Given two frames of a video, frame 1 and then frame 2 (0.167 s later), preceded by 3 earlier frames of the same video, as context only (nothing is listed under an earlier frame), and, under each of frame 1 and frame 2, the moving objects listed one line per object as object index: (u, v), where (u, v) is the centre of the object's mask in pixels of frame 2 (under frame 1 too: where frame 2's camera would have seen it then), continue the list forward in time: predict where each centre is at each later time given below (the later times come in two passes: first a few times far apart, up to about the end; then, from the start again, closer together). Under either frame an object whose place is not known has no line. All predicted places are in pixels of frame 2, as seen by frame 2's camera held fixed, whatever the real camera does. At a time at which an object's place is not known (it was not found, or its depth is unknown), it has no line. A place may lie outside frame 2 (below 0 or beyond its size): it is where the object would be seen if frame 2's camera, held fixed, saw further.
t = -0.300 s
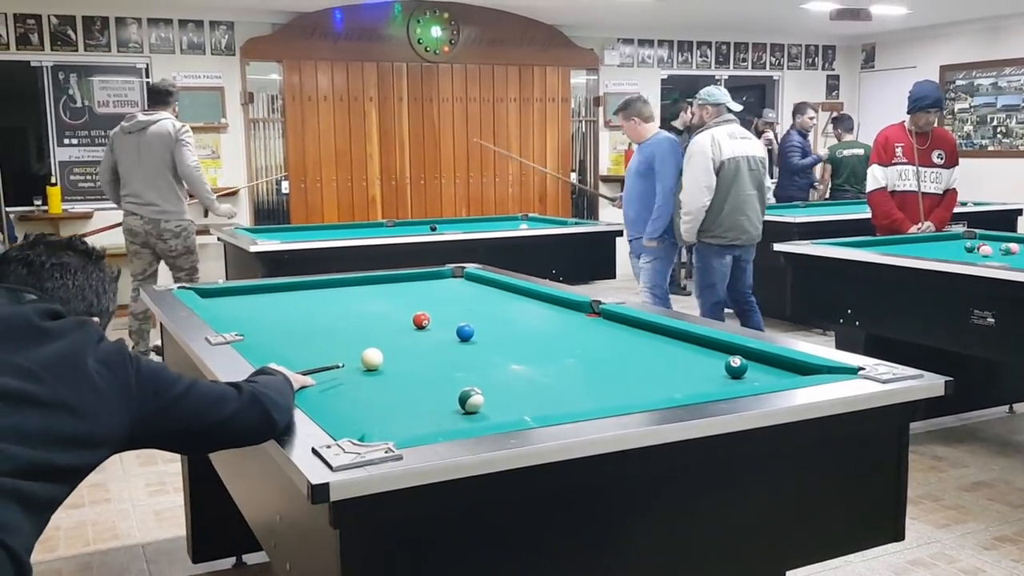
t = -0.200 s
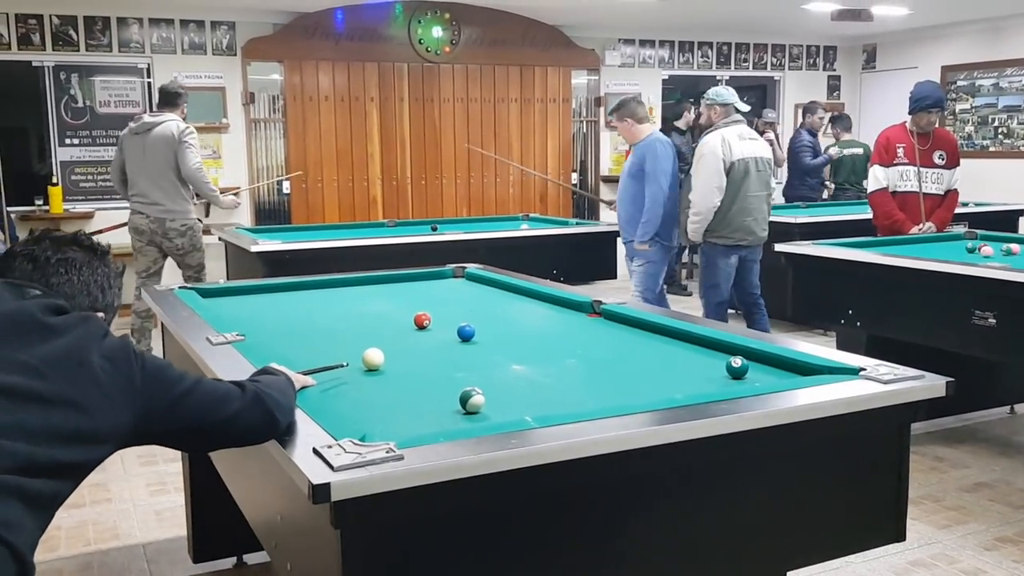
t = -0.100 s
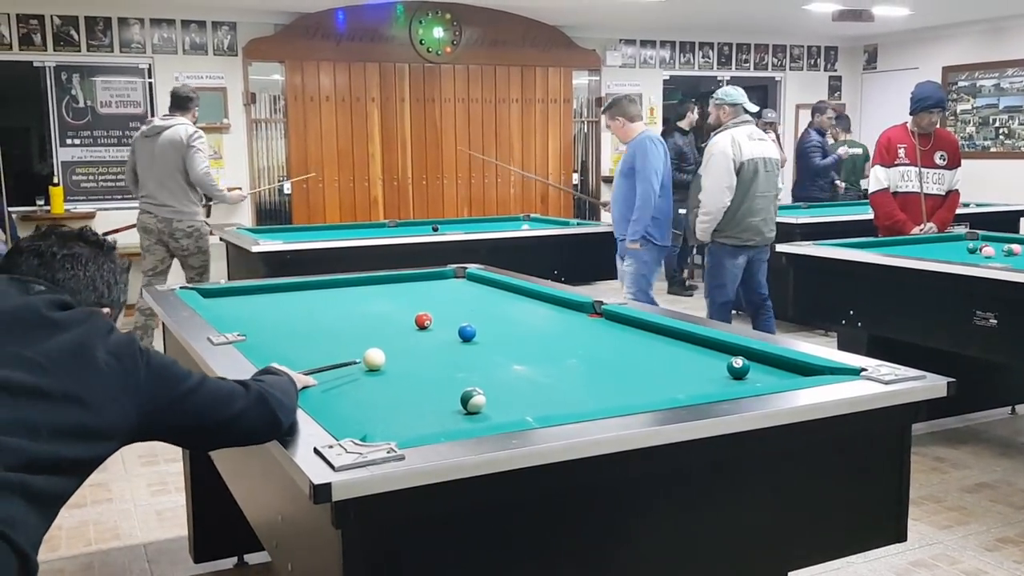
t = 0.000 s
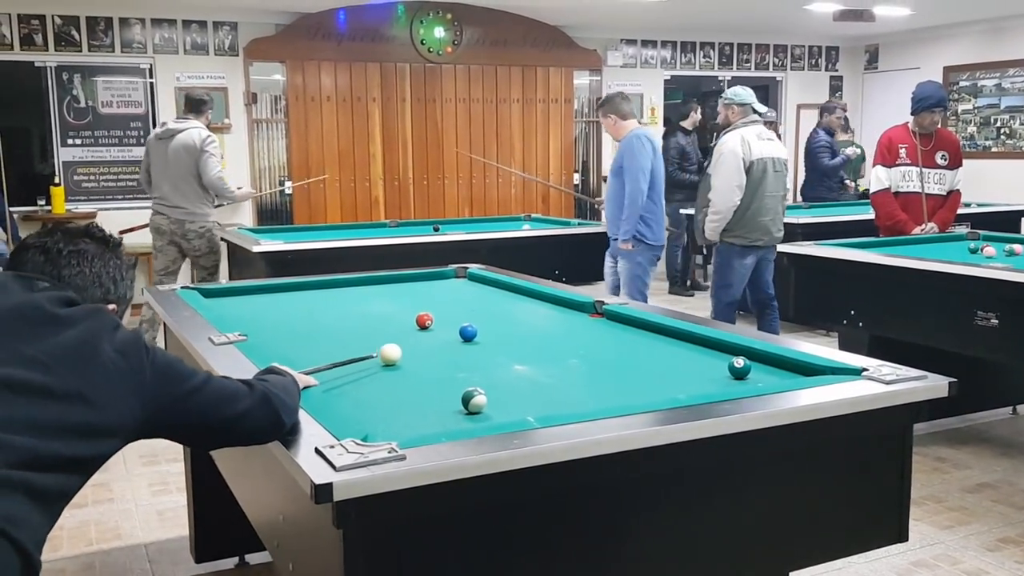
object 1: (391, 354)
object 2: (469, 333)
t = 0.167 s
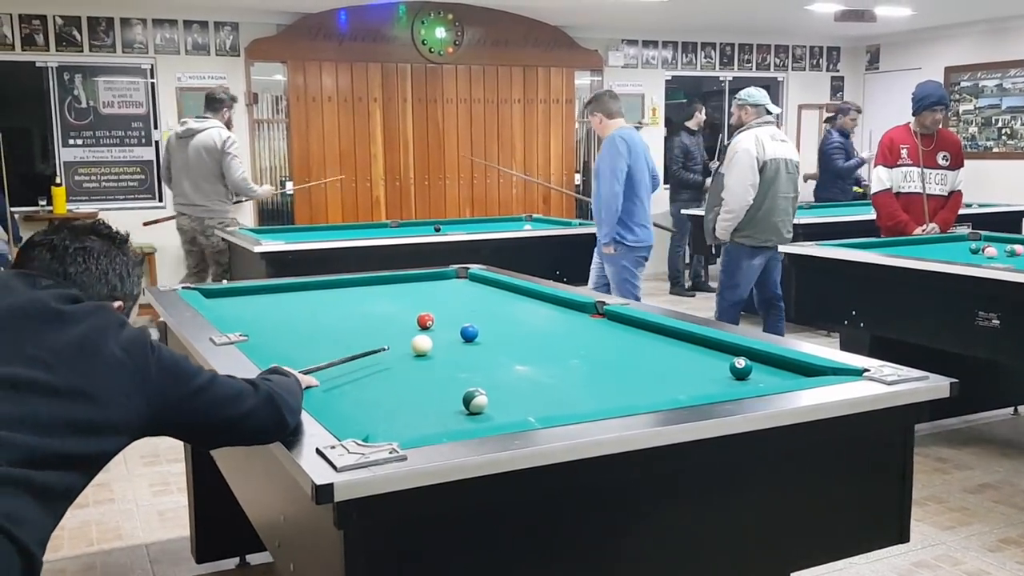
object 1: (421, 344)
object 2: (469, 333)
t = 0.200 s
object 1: (427, 343)
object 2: (469, 333)
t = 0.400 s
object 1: (454, 334)
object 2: (473, 332)
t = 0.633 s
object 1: (457, 330)
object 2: (501, 326)
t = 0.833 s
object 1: (459, 327)
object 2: (522, 322)
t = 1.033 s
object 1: (461, 325)
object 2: (542, 318)
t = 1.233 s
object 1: (462, 322)
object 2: (559, 315)
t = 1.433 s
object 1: (464, 321)
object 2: (576, 312)
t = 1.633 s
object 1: (466, 319)
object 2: (591, 309)
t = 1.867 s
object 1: (467, 318)
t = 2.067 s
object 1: (468, 317)
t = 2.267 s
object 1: (469, 316)
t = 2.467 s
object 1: (469, 316)
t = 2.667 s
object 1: (469, 316)
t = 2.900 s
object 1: (469, 316)
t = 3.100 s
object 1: (469, 316)
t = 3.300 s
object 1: (469, 316)
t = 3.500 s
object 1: (469, 316)
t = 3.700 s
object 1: (469, 316)
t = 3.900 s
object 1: (469, 316)
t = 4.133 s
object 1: (469, 316)
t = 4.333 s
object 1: (469, 316)
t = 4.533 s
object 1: (469, 316)
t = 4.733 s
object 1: (468, 316)
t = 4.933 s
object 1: (468, 316)
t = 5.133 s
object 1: (468, 316)
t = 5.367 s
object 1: (469, 316)
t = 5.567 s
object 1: (469, 316)
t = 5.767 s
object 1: (469, 316)
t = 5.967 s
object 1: (469, 316)
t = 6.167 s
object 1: (469, 316)
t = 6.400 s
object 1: (470, 316)
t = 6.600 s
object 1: (470, 316)
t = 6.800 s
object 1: (469, 316)
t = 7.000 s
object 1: (469, 316)
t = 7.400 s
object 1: (469, 316)
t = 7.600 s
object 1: (469, 316)
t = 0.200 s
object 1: (427, 343)
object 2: (469, 333)
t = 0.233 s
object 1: (433, 341)
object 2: (469, 333)
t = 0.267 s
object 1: (438, 339)
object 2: (469, 333)
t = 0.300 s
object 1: (443, 338)
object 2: (469, 333)
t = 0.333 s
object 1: (448, 336)
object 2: (469, 333)
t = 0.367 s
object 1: (453, 335)
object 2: (470, 333)
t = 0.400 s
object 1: (454, 334)
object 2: (473, 332)
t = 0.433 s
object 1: (454, 333)
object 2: (478, 331)
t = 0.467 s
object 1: (455, 333)
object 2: (482, 330)
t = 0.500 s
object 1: (455, 332)
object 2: (486, 329)
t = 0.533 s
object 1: (455, 332)
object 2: (490, 329)
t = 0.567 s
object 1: (456, 331)
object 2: (493, 328)
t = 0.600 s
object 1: (456, 331)
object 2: (497, 327)
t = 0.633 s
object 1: (457, 330)
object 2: (501, 326)
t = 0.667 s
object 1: (457, 330)
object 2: (505, 326)
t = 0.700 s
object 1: (457, 329)
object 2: (509, 325)
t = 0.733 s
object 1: (458, 329)
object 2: (512, 324)
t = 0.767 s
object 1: (458, 328)
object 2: (515, 323)
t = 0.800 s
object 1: (459, 328)
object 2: (519, 323)
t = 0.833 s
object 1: (459, 327)
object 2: (522, 322)
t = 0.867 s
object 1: (459, 327)
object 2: (526, 322)
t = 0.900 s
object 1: (460, 326)
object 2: (529, 321)
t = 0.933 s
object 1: (460, 326)
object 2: (532, 321)
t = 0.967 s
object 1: (460, 325)
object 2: (536, 320)
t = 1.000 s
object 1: (460, 325)
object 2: (539, 319)
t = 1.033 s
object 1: (461, 325)
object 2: (542, 318)
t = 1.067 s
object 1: (461, 324)
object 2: (545, 318)
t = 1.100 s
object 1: (461, 324)
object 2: (548, 318)
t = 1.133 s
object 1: (461, 323)
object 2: (551, 317)
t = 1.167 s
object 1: (462, 323)
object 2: (553, 316)
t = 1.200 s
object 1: (462, 323)
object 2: (556, 316)
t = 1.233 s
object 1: (462, 322)
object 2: (559, 315)
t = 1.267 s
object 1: (463, 322)
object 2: (562, 315)
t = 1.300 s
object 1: (463, 322)
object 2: (565, 314)
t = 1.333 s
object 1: (463, 321)
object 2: (568, 314)
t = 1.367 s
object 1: (464, 321)
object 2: (570, 313)
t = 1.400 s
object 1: (464, 321)
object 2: (573, 313)
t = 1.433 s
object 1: (464, 321)
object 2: (576, 312)
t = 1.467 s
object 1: (464, 320)
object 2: (578, 312)
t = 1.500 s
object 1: (465, 320)
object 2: (581, 311)
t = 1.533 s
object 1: (465, 320)
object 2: (583, 311)
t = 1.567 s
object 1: (465, 320)
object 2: (586, 310)
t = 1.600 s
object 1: (466, 319)
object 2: (588, 310)
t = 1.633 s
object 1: (466, 319)
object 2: (591, 309)
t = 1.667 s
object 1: (466, 319)
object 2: (593, 309)
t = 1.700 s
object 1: (466, 319)
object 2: (595, 310)
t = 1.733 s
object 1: (467, 319)
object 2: (597, 311)
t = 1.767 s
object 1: (467, 318)
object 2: (599, 313)
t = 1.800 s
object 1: (467, 318)
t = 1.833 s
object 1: (467, 318)
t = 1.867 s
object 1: (467, 318)
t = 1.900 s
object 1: (467, 318)
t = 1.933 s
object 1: (468, 318)
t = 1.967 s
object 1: (468, 317)
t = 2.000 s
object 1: (468, 317)
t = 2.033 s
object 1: (468, 317)
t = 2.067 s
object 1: (468, 317)
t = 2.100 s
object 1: (468, 317)
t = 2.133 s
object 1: (469, 317)
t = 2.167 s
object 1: (469, 317)
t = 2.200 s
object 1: (469, 316)
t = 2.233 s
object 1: (469, 317)
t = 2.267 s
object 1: (469, 316)
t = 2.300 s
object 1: (469, 316)
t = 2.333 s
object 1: (469, 316)
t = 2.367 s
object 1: (469, 316)
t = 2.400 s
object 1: (469, 316)
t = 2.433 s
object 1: (469, 316)
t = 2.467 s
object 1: (469, 316)
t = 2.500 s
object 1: (469, 316)
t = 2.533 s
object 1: (469, 316)
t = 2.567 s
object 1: (469, 316)
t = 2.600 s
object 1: (469, 316)
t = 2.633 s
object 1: (469, 316)
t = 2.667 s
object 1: (469, 316)
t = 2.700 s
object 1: (469, 316)
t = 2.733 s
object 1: (469, 316)
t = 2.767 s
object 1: (469, 316)
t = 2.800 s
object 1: (469, 316)
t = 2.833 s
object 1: (469, 316)
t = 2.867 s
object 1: (469, 316)
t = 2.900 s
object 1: (469, 316)
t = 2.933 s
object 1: (469, 316)
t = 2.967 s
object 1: (469, 316)
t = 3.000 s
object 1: (469, 316)
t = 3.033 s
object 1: (469, 316)
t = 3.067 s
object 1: (469, 316)
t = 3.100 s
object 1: (469, 316)
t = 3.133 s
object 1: (469, 316)
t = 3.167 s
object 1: (469, 316)
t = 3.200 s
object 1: (469, 316)
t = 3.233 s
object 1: (469, 316)
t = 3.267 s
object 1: (469, 316)
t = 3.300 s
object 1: (469, 316)
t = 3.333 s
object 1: (469, 316)
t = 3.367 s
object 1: (469, 316)
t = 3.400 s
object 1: (469, 316)
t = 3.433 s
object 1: (469, 316)
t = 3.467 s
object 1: (469, 316)
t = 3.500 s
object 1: (469, 316)
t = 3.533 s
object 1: (469, 316)
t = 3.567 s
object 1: (469, 316)
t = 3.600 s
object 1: (469, 316)
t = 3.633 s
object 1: (469, 316)
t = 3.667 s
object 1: (469, 316)
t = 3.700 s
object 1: (469, 316)
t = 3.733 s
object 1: (469, 316)
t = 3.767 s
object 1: (469, 316)
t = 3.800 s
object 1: (469, 316)
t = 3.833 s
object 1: (469, 316)
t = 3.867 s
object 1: (469, 316)
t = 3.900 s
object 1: (469, 316)
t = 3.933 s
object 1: (469, 316)
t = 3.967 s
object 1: (469, 316)
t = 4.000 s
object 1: (469, 316)
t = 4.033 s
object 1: (469, 316)
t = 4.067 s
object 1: (469, 316)
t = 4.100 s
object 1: (469, 316)
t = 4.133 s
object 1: (469, 316)
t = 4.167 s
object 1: (469, 316)
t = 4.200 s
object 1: (469, 316)
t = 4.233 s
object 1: (469, 316)
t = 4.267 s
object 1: (469, 316)
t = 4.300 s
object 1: (469, 316)
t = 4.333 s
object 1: (469, 316)
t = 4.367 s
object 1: (469, 316)
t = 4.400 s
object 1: (469, 316)
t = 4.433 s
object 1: (469, 316)
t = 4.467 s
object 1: (469, 316)
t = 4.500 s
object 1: (469, 316)
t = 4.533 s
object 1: (469, 316)
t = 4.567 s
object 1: (469, 316)
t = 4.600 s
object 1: (469, 316)
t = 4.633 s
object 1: (469, 316)
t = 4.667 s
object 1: (468, 316)
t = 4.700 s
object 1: (468, 316)
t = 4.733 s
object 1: (468, 316)
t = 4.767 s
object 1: (468, 316)
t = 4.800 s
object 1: (468, 316)
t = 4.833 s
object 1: (468, 316)
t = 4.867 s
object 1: (468, 316)
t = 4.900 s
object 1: (468, 316)
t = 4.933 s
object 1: (468, 316)
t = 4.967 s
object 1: (468, 316)
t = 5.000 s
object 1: (468, 316)
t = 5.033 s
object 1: (468, 316)
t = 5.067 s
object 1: (468, 316)
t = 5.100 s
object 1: (468, 316)
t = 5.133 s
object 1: (468, 316)
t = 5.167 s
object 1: (468, 316)
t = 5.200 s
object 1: (468, 316)
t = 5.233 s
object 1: (469, 316)
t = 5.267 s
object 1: (469, 316)
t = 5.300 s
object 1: (469, 316)
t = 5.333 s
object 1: (469, 316)
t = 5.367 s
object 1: (469, 316)
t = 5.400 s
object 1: (469, 316)
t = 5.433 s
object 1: (469, 316)
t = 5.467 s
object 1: (469, 316)
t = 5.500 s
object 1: (469, 316)
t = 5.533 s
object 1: (469, 316)
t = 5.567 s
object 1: (469, 316)
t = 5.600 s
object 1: (469, 316)
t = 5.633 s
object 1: (469, 316)
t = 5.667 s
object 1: (469, 316)
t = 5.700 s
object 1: (469, 316)
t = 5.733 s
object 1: (469, 316)
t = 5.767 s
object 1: (469, 316)
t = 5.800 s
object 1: (469, 316)
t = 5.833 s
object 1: (469, 316)
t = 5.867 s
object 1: (469, 316)
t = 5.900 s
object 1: (469, 316)
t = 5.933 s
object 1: (469, 316)
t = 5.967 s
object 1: (469, 316)
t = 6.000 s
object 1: (469, 316)
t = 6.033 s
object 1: (469, 316)
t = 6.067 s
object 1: (469, 316)
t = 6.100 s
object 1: (469, 316)
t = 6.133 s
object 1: (469, 316)
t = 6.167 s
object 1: (469, 316)
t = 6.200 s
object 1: (470, 316)
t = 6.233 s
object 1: (470, 316)
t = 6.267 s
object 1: (470, 316)
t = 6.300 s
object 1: (469, 316)
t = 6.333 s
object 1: (470, 316)
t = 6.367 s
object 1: (469, 316)
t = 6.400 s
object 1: (470, 316)
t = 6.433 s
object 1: (469, 316)
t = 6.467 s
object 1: (470, 316)
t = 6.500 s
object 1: (470, 316)
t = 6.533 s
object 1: (470, 316)
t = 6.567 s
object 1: (470, 316)
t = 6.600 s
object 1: (470, 316)
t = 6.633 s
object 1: (470, 316)
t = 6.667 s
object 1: (470, 316)
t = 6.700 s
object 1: (470, 316)
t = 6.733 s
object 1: (470, 316)
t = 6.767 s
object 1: (470, 316)
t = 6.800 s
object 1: (469, 316)
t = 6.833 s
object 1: (469, 316)
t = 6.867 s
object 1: (469, 316)
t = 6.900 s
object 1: (469, 316)
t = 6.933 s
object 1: (469, 316)
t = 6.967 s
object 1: (469, 316)
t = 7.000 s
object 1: (469, 316)
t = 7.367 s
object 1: (469, 316)
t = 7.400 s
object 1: (469, 316)
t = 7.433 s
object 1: (469, 316)
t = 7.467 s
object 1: (469, 316)
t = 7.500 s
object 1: (469, 316)
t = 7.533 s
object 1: (469, 316)
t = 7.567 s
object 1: (469, 316)
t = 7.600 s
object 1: (469, 316)
